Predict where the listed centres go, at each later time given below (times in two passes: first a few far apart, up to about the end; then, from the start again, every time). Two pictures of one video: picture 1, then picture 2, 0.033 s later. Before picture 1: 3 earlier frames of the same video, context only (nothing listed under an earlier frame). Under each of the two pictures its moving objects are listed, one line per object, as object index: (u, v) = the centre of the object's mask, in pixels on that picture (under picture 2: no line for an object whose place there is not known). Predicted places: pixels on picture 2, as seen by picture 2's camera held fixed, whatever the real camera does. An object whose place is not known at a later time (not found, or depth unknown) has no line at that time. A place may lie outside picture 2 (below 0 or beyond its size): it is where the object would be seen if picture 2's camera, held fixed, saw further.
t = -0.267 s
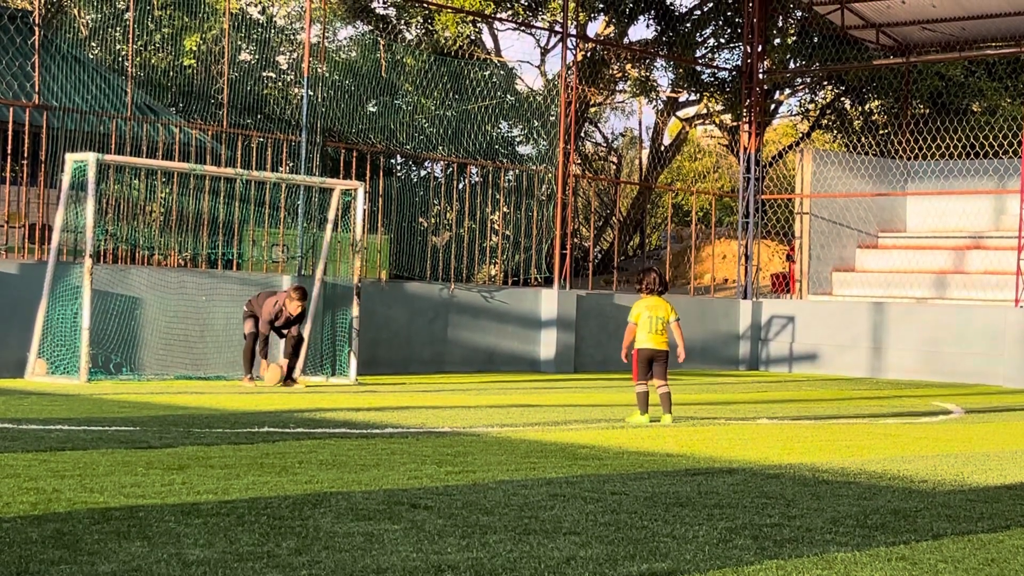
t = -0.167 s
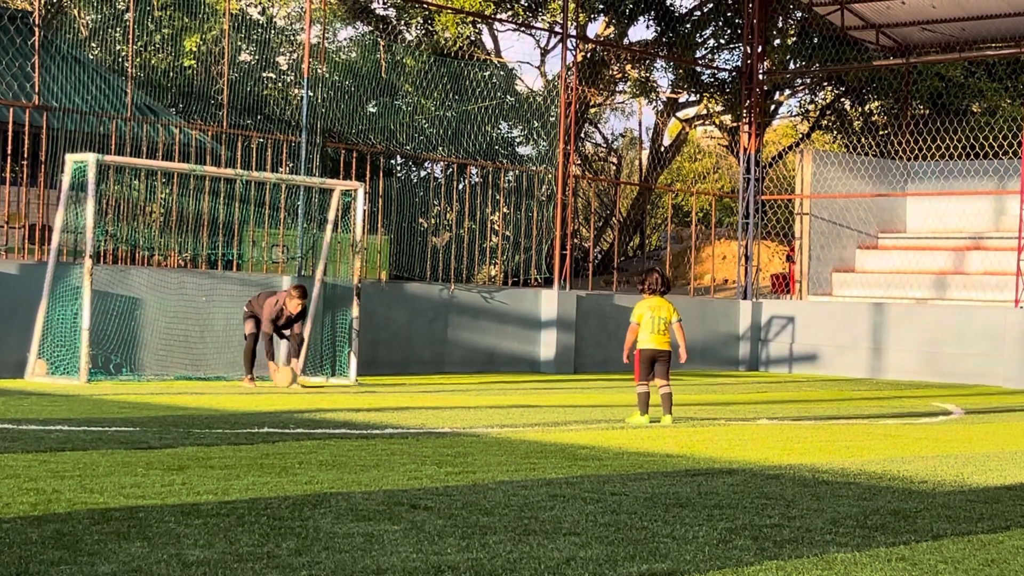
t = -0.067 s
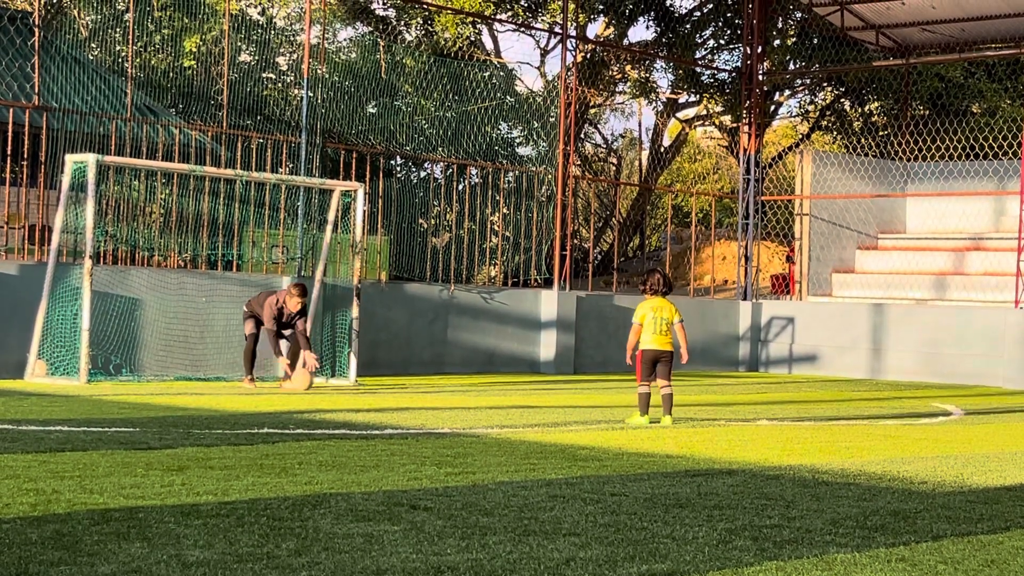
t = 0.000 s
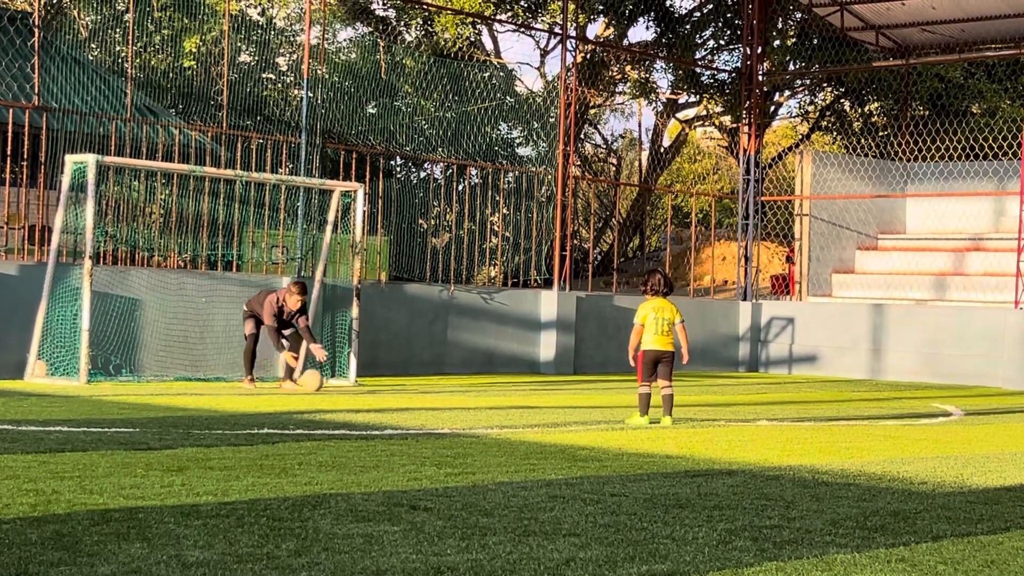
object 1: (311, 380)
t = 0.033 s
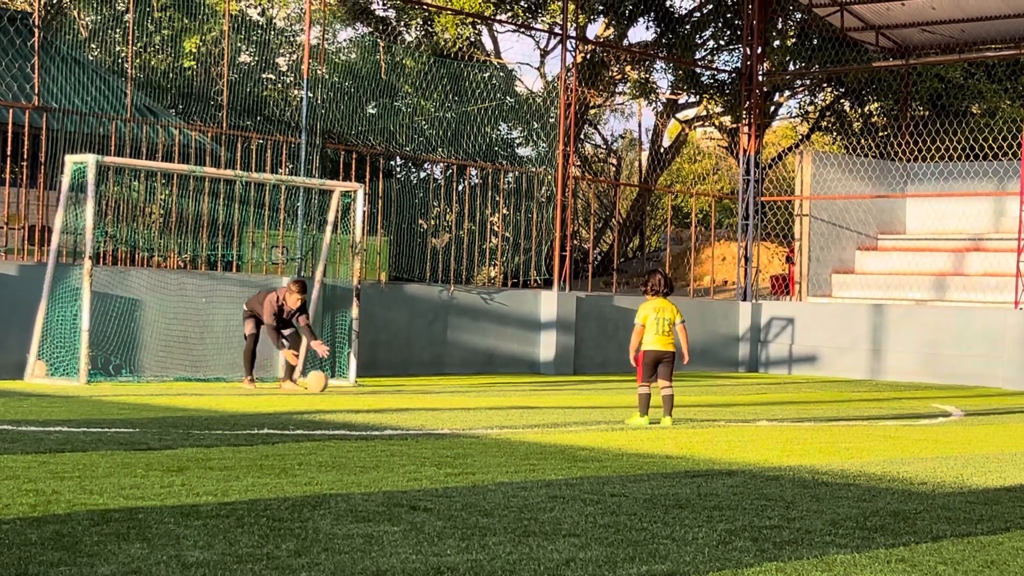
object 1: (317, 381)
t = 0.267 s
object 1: (345, 384)
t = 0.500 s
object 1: (372, 386)
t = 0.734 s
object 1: (398, 388)
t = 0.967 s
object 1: (424, 389)
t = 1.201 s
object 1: (449, 391)
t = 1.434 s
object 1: (472, 393)
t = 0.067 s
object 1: (321, 382)
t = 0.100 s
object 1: (325, 382)
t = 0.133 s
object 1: (329, 382)
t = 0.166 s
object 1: (333, 383)
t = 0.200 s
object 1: (337, 383)
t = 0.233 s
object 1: (341, 384)
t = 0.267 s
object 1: (345, 384)
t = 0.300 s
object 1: (349, 384)
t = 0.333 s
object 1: (352, 385)
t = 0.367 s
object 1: (356, 385)
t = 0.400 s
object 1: (360, 385)
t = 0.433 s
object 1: (364, 385)
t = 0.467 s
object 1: (368, 386)
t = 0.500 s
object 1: (372, 386)
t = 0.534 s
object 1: (376, 386)
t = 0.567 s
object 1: (379, 386)
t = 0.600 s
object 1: (383, 386)
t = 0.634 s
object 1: (387, 386)
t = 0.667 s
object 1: (391, 387)
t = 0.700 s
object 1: (395, 388)
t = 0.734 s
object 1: (398, 388)
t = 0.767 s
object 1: (402, 388)
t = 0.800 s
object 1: (406, 388)
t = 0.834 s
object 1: (410, 389)
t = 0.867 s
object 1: (413, 389)
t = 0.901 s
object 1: (417, 389)
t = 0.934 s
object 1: (420, 389)
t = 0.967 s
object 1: (424, 389)
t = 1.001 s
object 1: (427, 389)
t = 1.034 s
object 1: (431, 390)
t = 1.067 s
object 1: (434, 390)
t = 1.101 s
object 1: (438, 390)
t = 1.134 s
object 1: (441, 390)
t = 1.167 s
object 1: (445, 391)
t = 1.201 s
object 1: (449, 391)
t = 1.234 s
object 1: (452, 391)
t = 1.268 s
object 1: (456, 391)
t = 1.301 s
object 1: (459, 392)
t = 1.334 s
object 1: (462, 392)
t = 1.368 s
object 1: (466, 392)
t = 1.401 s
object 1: (469, 393)
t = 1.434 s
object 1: (472, 393)
